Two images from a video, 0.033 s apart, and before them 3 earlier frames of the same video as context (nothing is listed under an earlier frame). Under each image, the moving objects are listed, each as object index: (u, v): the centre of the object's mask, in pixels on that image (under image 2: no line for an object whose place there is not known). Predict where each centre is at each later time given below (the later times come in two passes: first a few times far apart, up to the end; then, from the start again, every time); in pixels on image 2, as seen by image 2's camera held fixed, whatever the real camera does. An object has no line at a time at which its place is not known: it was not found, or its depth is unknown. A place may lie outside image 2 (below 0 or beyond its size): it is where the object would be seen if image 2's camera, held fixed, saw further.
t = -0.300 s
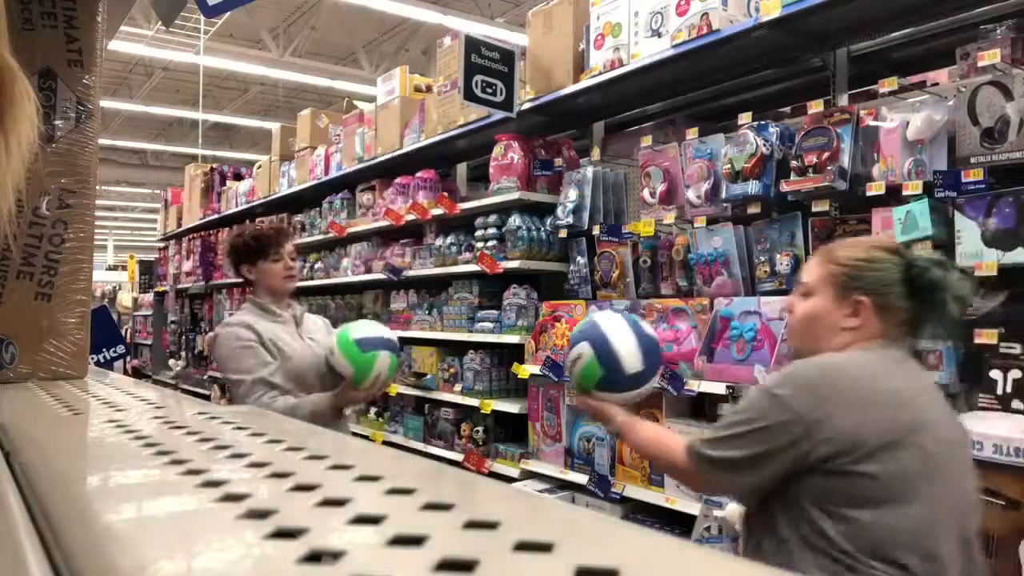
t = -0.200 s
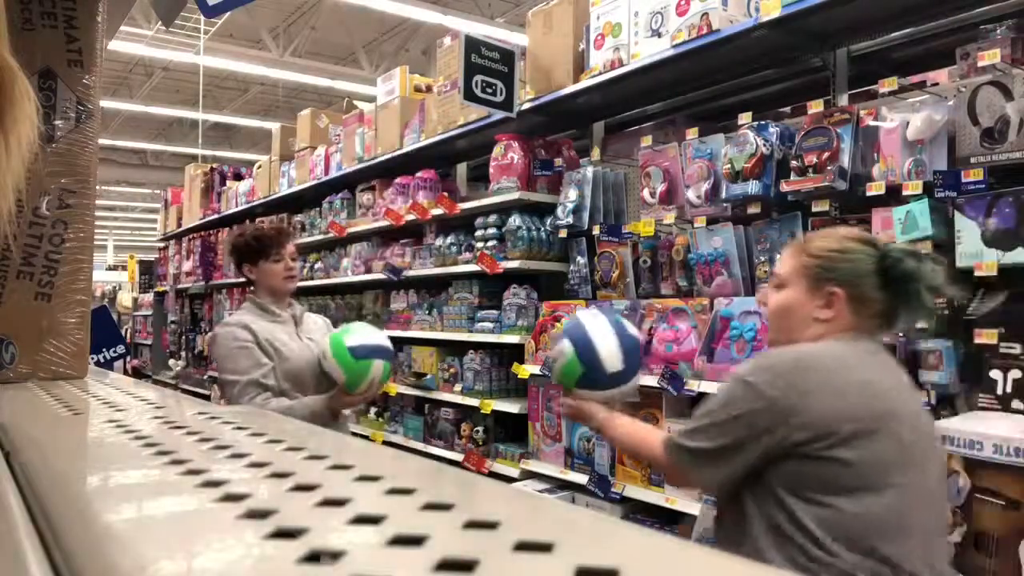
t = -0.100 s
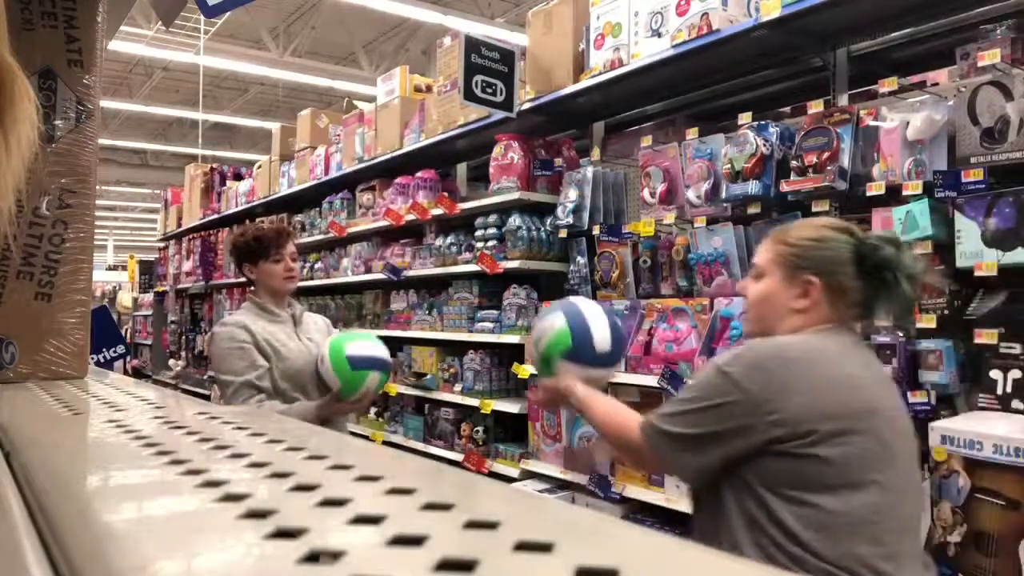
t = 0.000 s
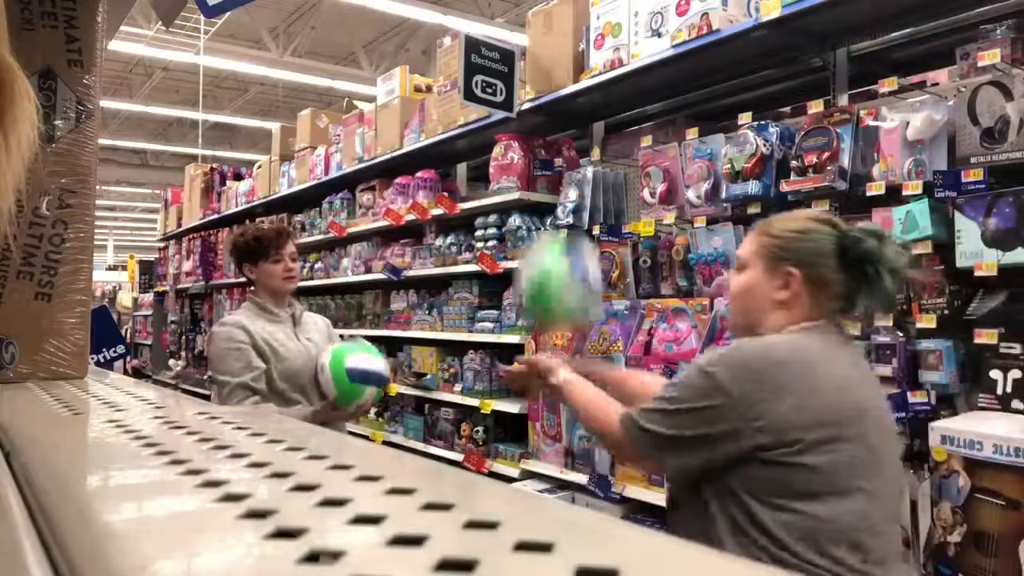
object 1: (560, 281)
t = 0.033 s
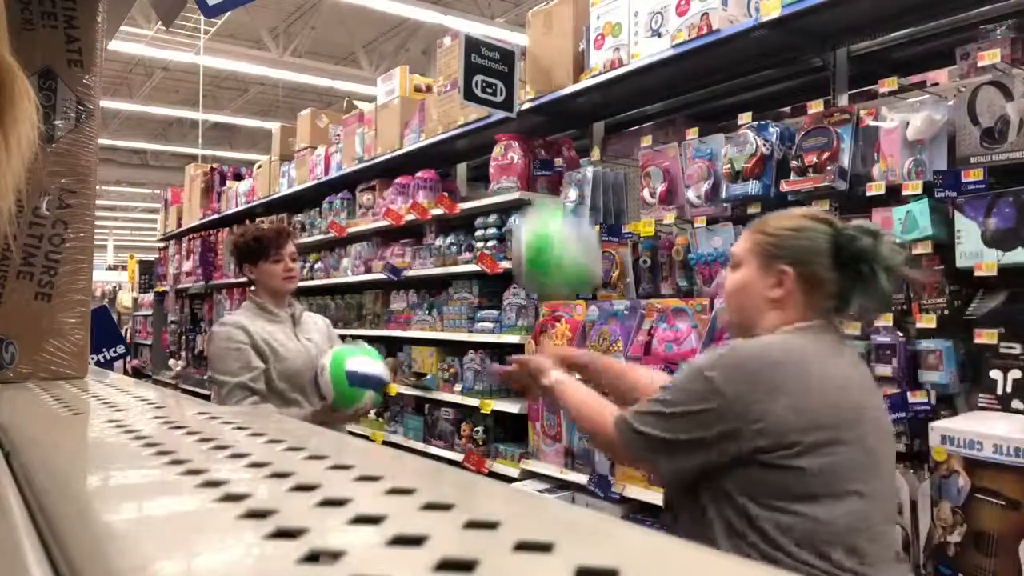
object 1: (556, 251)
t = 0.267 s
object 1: (528, 151)
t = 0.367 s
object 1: (518, 171)
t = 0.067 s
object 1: (551, 224)
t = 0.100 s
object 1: (547, 204)
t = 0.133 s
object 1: (545, 180)
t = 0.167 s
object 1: (541, 165)
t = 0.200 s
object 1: (536, 156)
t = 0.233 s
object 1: (531, 151)
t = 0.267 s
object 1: (528, 151)
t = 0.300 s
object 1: (524, 154)
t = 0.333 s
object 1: (521, 162)
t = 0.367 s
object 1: (518, 171)
